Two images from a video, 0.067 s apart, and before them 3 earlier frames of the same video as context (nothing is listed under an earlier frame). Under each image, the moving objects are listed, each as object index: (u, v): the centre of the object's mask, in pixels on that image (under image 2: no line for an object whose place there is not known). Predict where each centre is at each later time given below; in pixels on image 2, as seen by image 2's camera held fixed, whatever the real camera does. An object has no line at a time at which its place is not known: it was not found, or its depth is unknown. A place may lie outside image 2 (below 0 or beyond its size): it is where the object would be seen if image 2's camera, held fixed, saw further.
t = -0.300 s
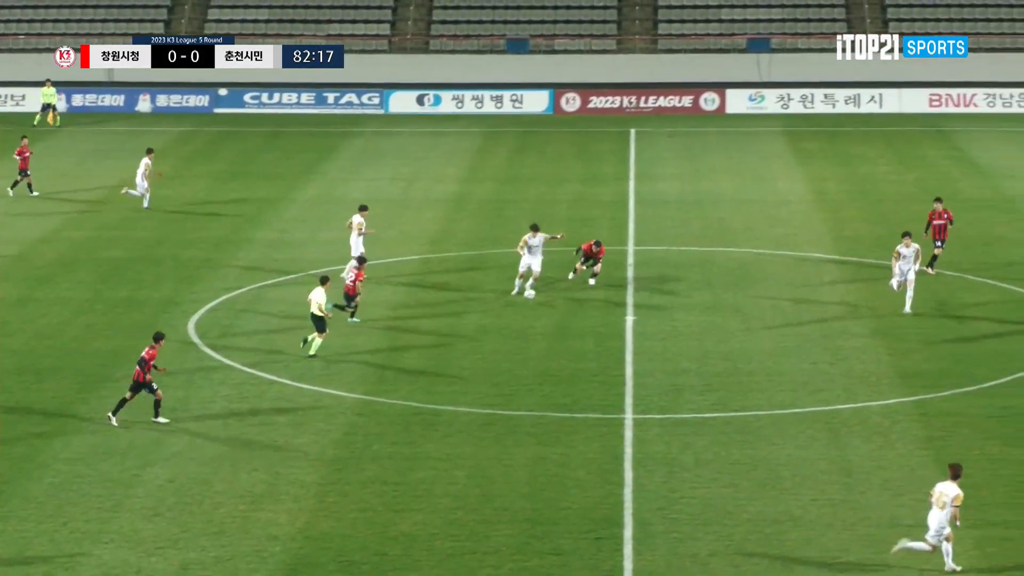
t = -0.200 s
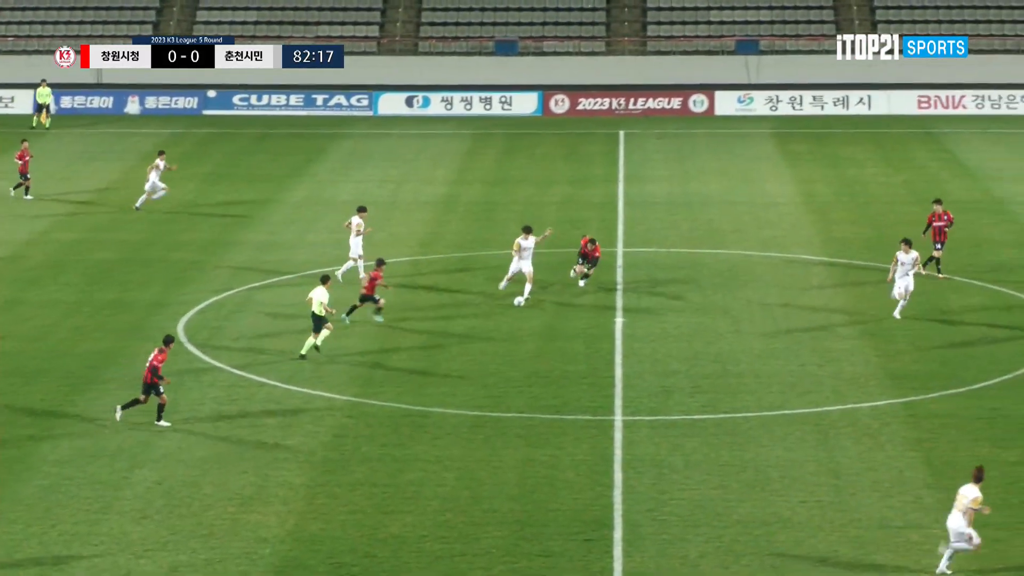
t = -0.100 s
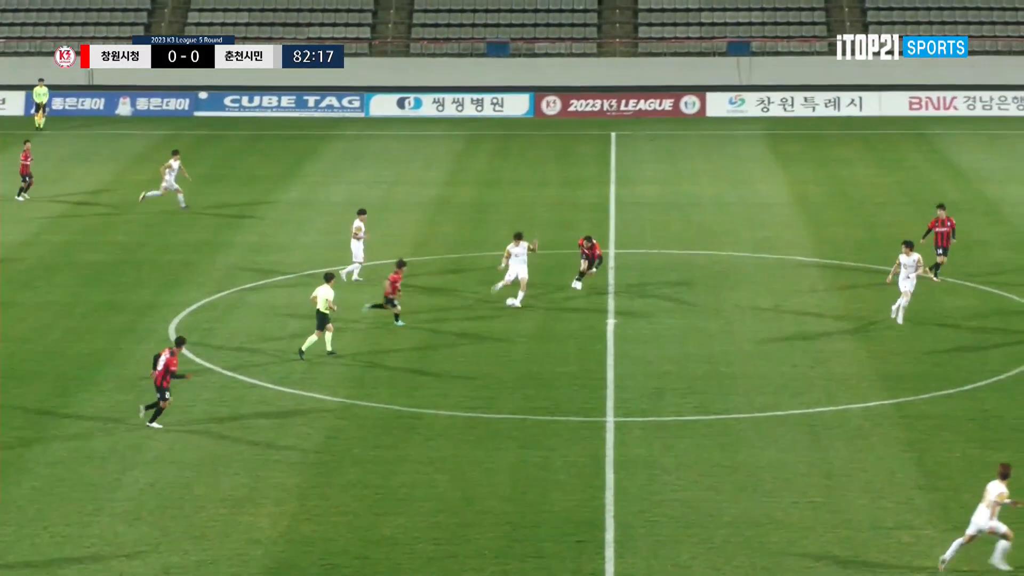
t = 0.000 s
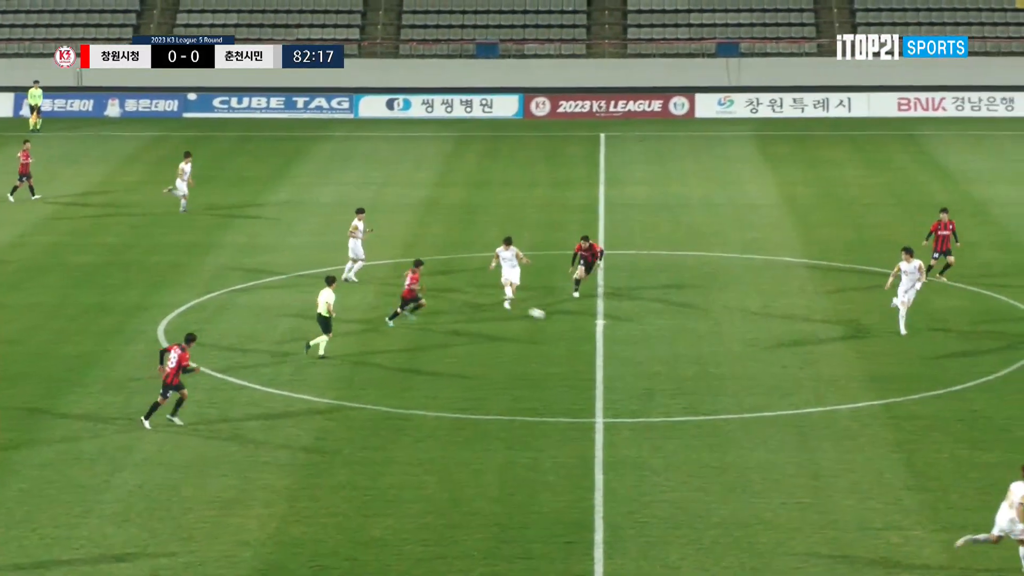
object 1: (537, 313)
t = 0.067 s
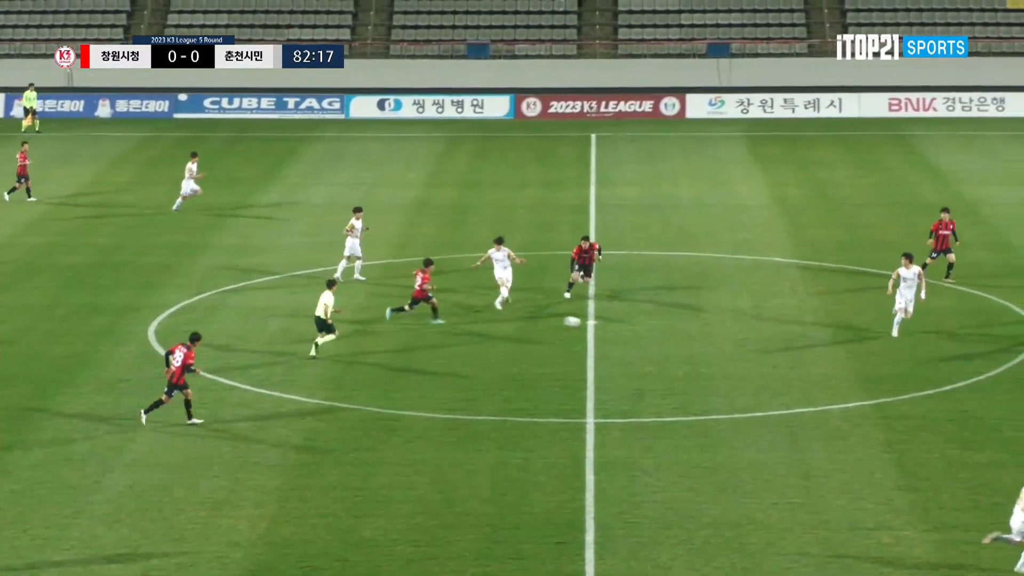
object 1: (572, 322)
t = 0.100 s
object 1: (596, 325)
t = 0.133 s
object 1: (619, 330)
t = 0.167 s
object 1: (643, 336)
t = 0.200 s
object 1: (667, 342)
